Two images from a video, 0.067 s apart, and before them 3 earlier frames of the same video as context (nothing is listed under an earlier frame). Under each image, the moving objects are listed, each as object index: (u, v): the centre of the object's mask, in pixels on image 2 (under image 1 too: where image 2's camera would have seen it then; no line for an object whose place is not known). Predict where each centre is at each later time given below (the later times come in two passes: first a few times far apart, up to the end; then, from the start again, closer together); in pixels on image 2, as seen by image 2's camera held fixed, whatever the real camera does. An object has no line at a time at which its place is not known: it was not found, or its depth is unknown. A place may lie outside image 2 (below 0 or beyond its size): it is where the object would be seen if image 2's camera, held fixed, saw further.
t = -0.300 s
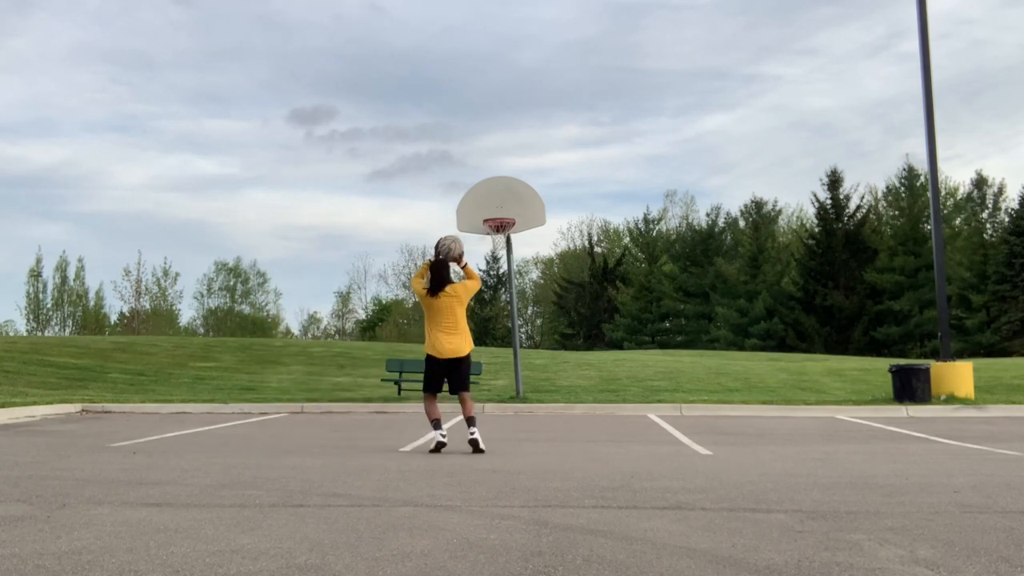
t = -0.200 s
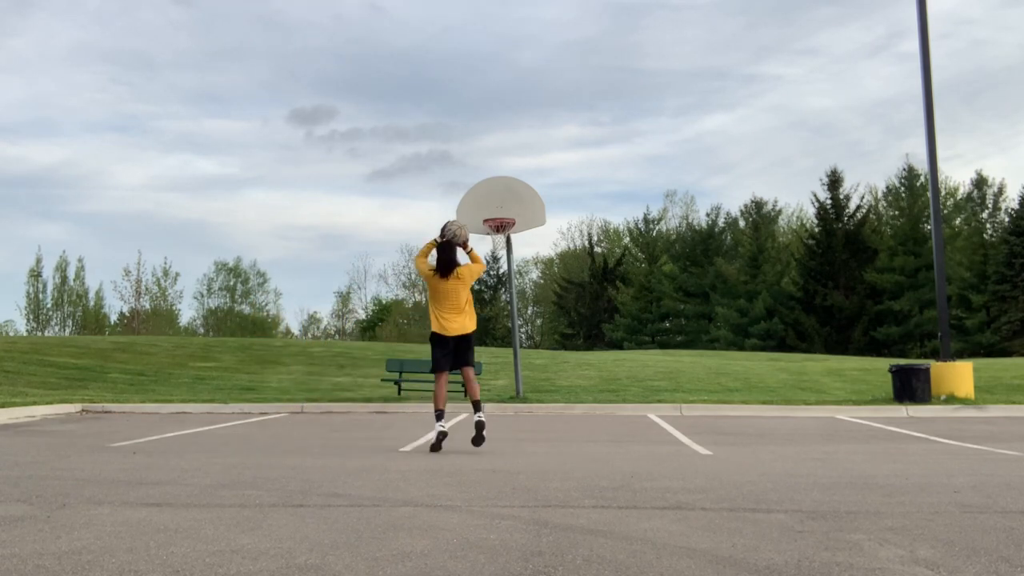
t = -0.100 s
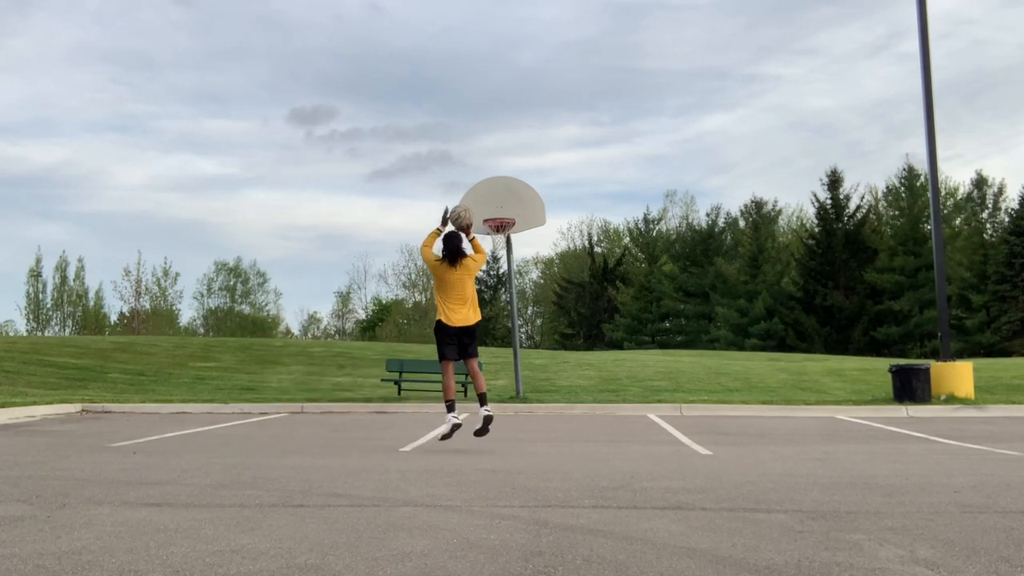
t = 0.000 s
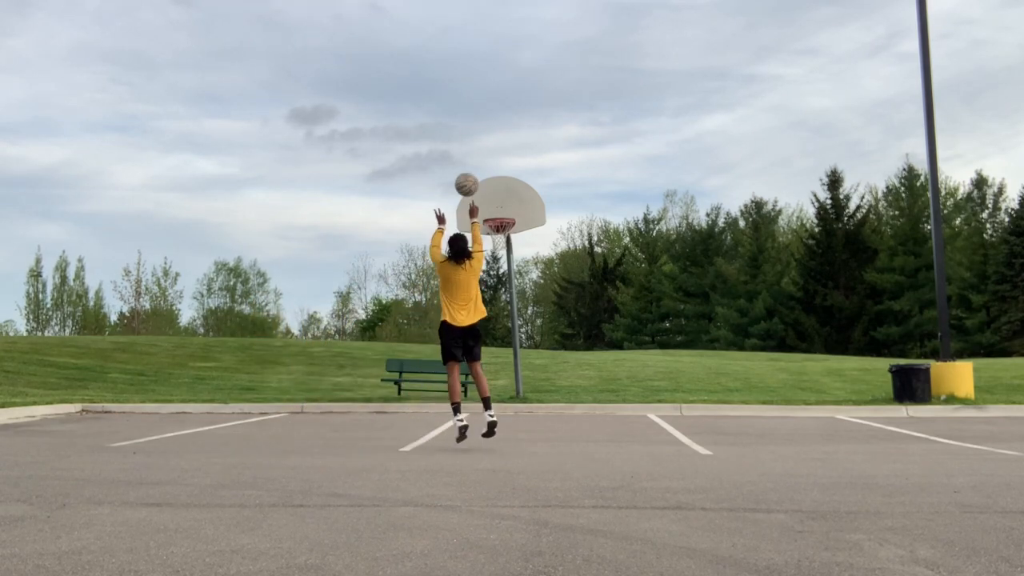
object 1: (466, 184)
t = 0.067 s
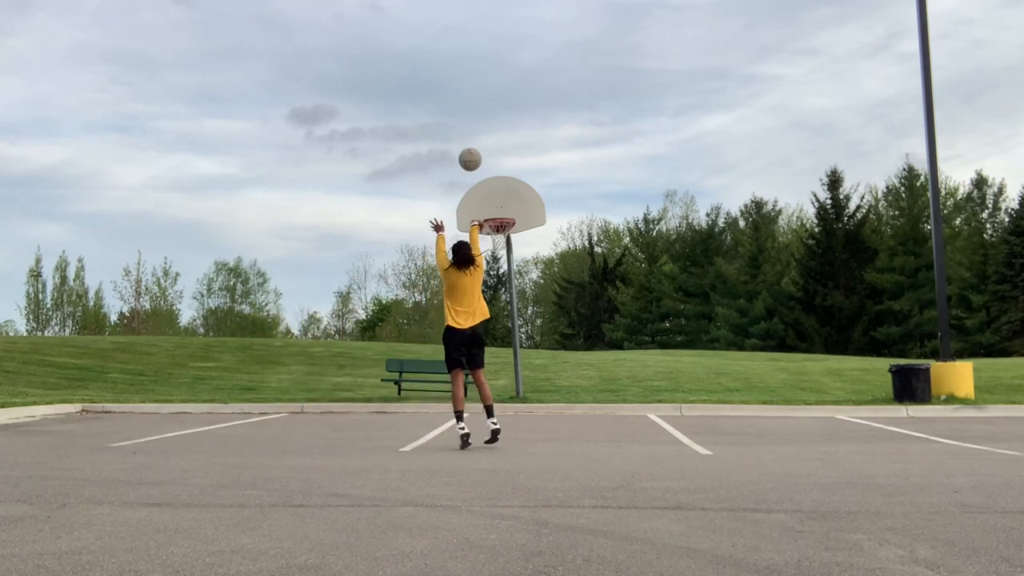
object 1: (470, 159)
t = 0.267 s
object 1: (479, 117)
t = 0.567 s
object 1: (489, 120)
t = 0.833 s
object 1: (498, 170)
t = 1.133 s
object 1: (500, 254)
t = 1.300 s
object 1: (495, 304)
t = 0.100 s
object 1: (471, 149)
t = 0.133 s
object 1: (473, 140)
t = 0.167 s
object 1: (474, 132)
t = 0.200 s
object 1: (476, 126)
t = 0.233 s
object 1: (477, 121)
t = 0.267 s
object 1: (479, 117)
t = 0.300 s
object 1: (480, 114)
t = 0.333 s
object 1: (481, 111)
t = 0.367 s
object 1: (482, 110)
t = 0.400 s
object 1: (484, 110)
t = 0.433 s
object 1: (485, 110)
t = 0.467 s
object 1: (486, 111)
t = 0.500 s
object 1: (487, 113)
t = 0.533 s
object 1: (488, 116)
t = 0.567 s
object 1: (489, 120)
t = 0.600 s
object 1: (491, 124)
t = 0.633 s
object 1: (491, 129)
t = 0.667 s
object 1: (493, 134)
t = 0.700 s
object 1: (494, 140)
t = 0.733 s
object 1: (495, 147)
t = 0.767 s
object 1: (496, 154)
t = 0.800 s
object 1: (497, 162)
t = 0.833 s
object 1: (498, 170)
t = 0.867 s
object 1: (499, 179)
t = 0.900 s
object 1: (500, 189)
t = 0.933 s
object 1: (500, 199)
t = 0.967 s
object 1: (501, 210)
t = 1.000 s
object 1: (501, 215)
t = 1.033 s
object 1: (503, 229)
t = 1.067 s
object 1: (503, 239)
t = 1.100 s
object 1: (501, 246)
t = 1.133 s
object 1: (500, 254)
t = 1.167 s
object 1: (499, 263)
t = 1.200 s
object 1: (498, 272)
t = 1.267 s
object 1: (496, 293)
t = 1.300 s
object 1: (495, 304)
